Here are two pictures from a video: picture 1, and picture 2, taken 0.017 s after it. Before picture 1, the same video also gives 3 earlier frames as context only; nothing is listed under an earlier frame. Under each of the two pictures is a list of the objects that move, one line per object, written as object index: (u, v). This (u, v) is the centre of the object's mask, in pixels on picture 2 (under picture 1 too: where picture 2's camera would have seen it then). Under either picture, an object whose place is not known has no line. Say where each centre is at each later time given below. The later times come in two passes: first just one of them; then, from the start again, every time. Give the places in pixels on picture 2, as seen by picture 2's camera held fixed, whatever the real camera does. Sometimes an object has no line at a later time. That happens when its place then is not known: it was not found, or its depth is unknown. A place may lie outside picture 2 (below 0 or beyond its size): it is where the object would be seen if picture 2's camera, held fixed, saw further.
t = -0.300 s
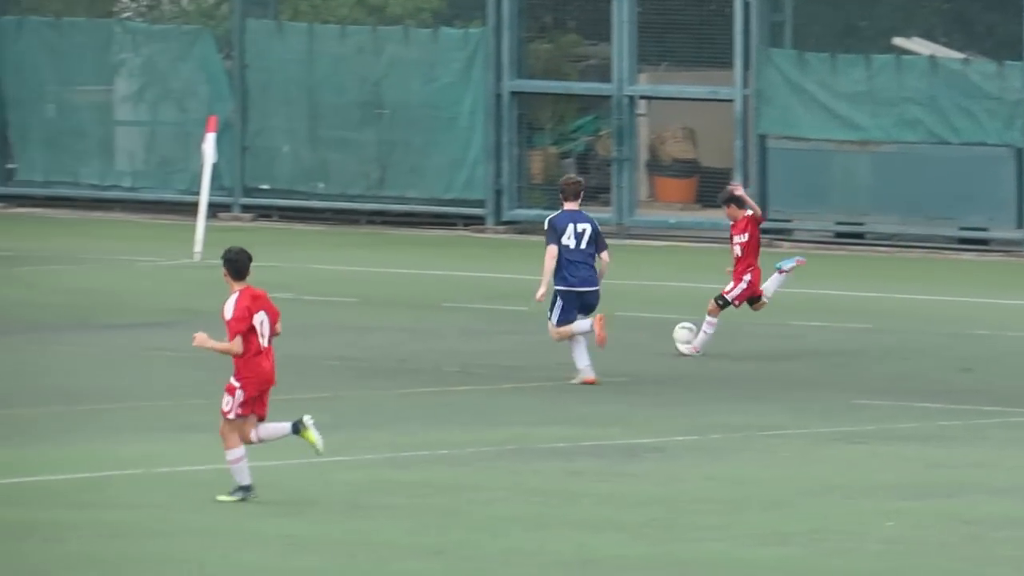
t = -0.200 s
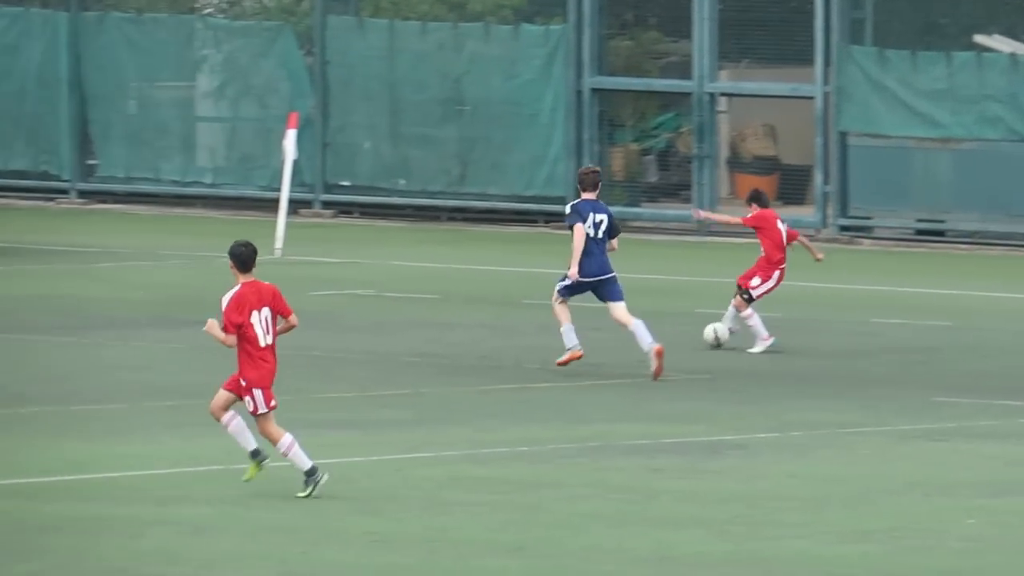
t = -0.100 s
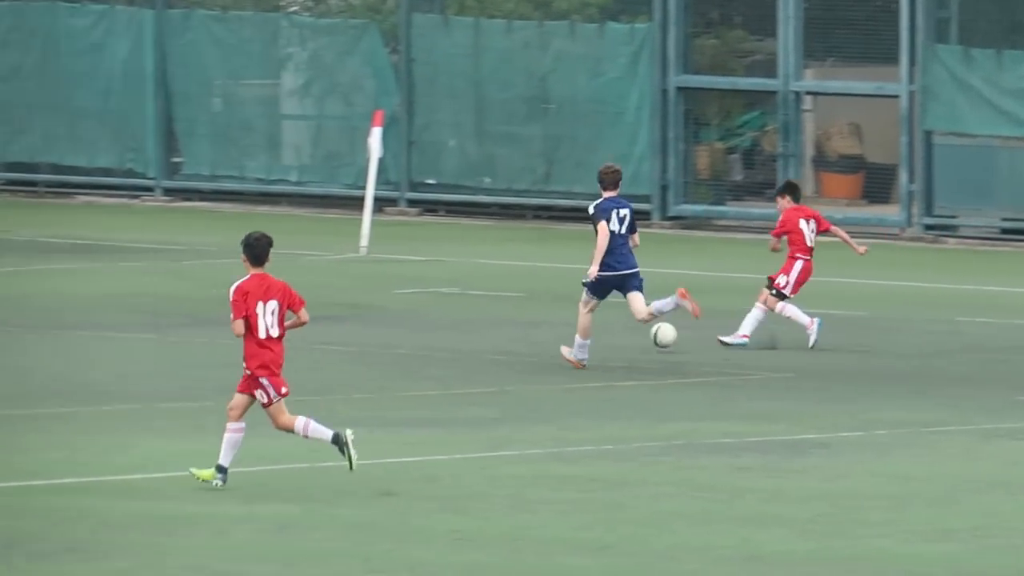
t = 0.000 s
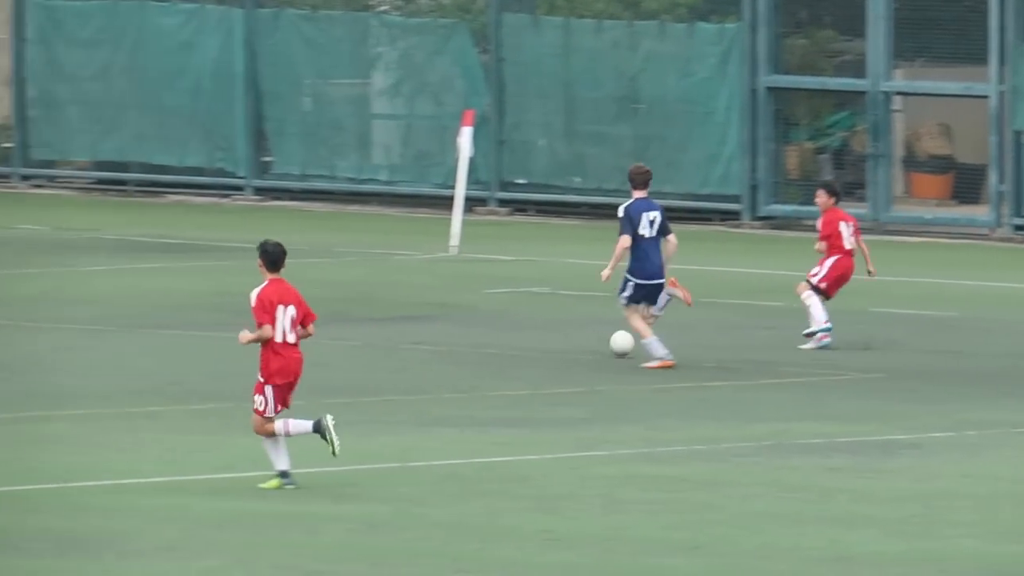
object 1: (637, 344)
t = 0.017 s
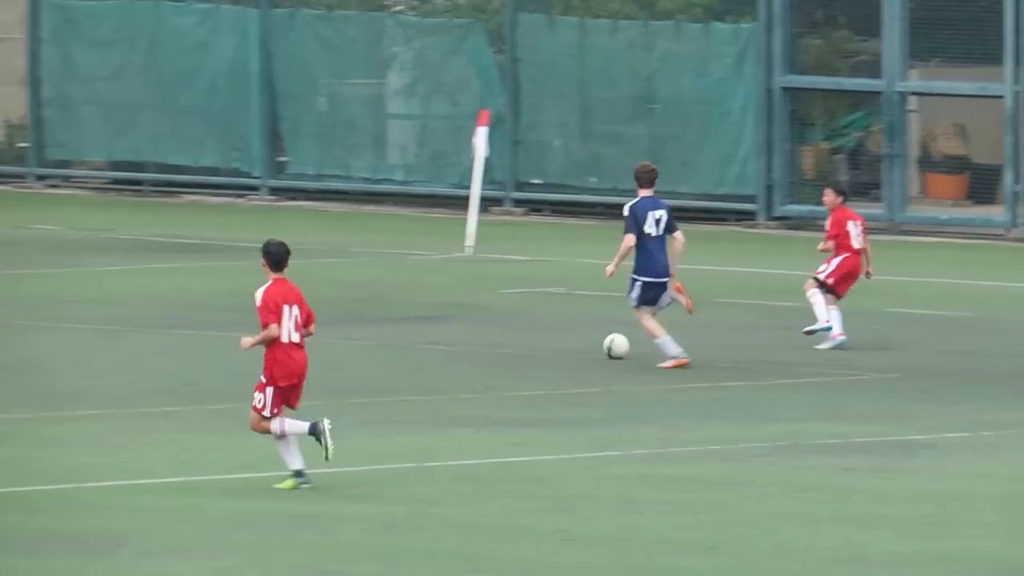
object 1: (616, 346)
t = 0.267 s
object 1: (331, 353)
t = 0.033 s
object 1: (597, 346)
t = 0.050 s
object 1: (577, 345)
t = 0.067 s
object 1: (557, 343)
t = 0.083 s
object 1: (537, 343)
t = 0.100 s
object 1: (517, 343)
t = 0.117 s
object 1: (499, 344)
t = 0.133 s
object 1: (480, 345)
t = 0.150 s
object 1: (460, 346)
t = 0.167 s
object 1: (441, 347)
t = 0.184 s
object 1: (421, 349)
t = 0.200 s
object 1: (401, 351)
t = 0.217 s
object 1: (383, 355)
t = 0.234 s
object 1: (365, 356)
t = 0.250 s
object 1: (348, 354)
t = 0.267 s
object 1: (331, 353)
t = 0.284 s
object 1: (313, 352)
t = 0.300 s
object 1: (296, 352)
